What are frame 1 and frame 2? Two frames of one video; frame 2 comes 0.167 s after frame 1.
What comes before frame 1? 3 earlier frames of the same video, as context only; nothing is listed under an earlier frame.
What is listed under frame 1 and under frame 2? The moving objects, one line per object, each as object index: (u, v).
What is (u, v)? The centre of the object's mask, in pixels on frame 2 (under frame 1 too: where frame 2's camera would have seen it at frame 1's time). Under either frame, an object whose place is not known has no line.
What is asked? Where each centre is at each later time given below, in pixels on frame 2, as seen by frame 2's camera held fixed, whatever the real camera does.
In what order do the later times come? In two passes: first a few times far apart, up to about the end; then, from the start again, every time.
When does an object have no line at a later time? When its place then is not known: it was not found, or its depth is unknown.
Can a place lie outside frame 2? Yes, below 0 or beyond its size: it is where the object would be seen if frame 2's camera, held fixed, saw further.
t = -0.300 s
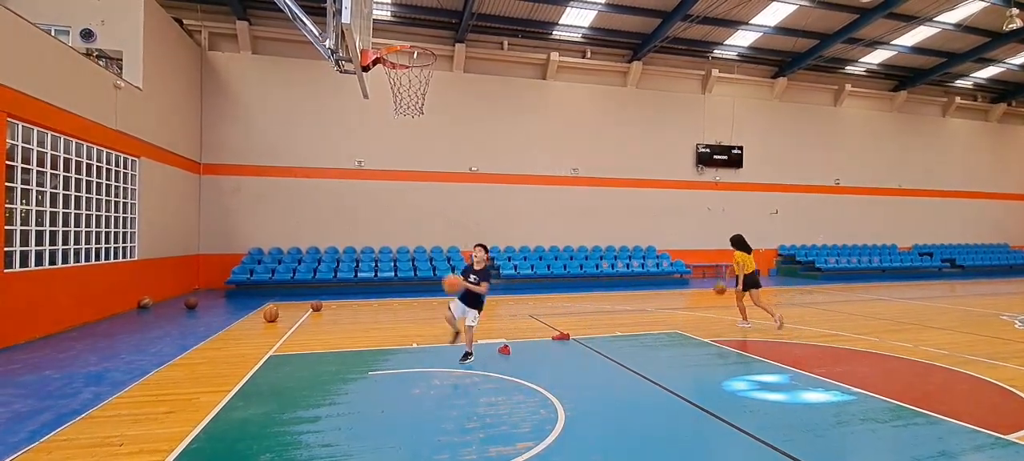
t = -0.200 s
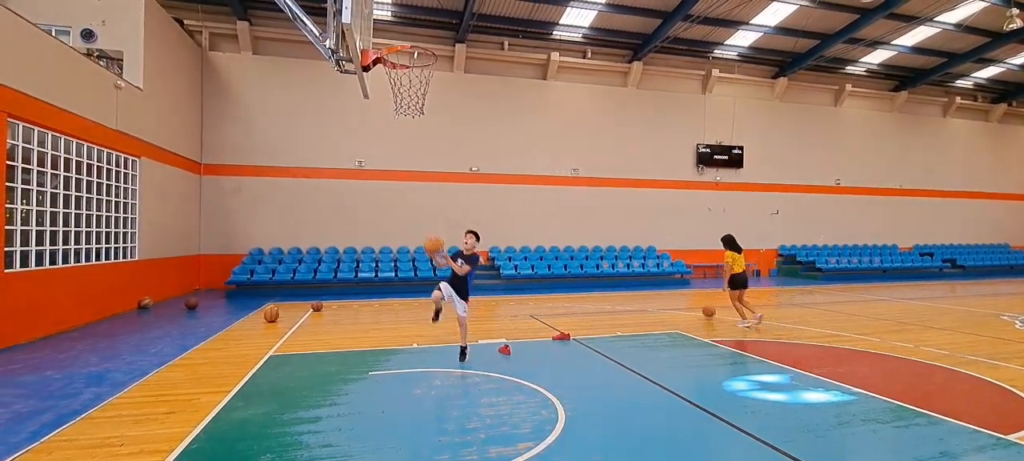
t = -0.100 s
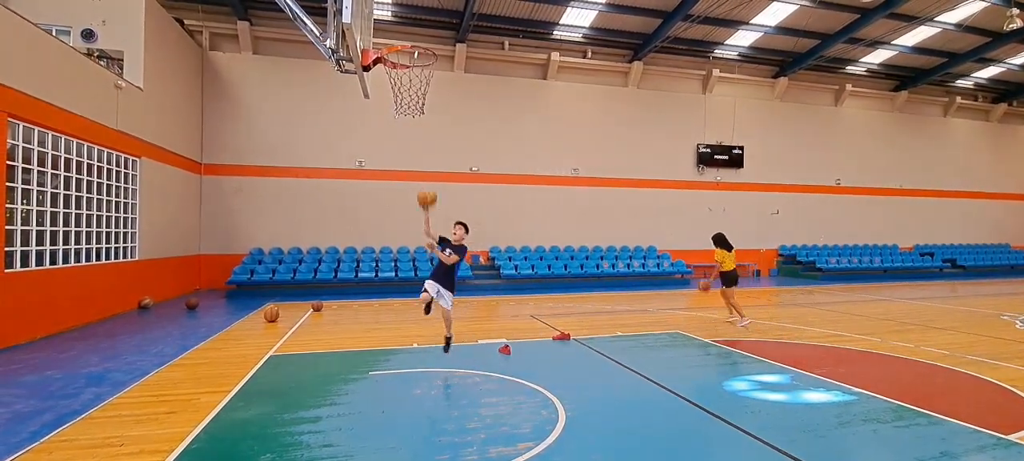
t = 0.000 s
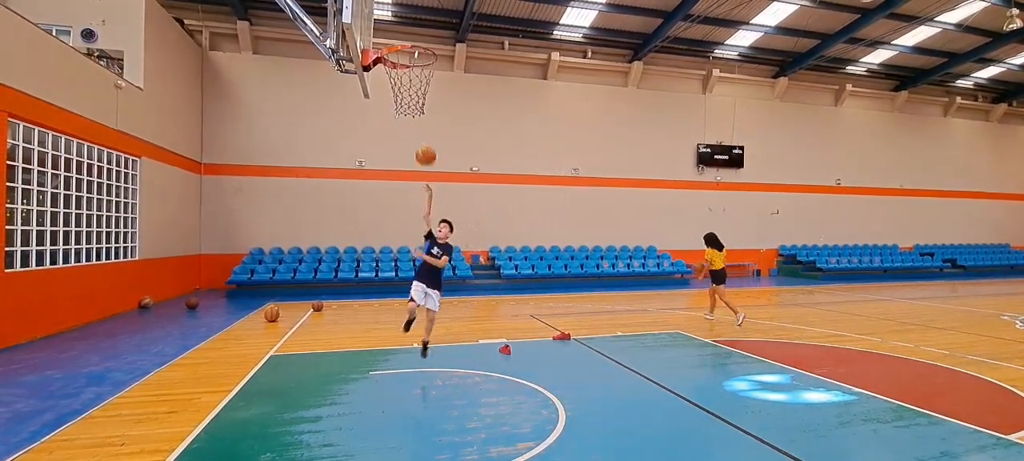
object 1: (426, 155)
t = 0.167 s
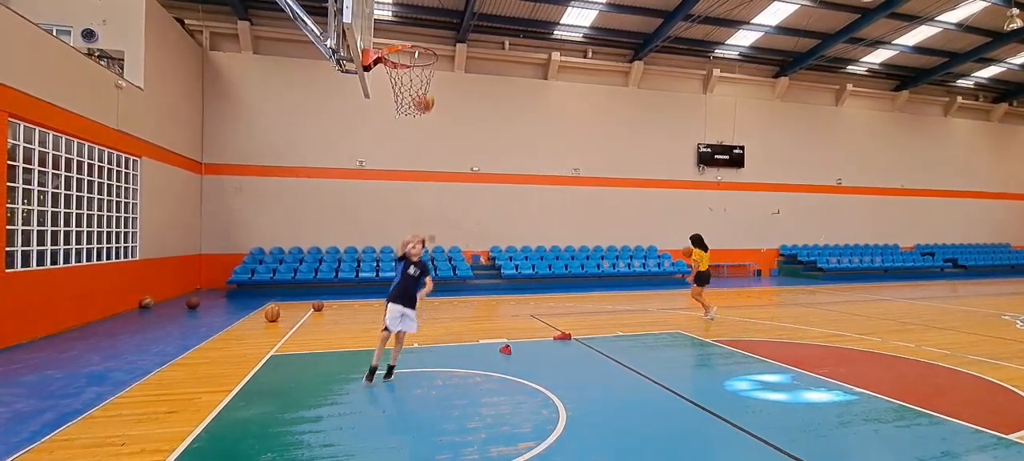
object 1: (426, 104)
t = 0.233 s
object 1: (422, 86)
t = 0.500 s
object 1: (416, 62)
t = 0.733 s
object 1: (425, 99)
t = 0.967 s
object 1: (434, 179)
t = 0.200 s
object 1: (423, 96)
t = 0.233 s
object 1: (422, 86)
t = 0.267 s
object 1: (420, 81)
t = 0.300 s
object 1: (420, 75)
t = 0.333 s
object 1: (420, 73)
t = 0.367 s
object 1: (418, 68)
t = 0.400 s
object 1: (418, 63)
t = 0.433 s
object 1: (417, 62)
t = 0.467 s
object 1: (416, 62)
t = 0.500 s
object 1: (416, 62)
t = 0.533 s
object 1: (415, 64)
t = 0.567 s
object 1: (417, 67)
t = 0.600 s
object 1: (419, 73)
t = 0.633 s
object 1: (420, 77)
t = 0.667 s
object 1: (422, 84)
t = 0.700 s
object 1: (423, 92)
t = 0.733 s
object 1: (425, 99)
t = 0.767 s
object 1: (428, 109)
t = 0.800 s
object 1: (428, 118)
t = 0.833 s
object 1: (428, 128)
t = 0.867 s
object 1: (429, 139)
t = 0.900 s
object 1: (431, 152)
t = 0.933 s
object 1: (432, 165)
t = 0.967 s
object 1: (434, 179)
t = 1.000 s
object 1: (434, 194)
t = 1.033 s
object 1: (435, 209)
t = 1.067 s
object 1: (436, 225)
